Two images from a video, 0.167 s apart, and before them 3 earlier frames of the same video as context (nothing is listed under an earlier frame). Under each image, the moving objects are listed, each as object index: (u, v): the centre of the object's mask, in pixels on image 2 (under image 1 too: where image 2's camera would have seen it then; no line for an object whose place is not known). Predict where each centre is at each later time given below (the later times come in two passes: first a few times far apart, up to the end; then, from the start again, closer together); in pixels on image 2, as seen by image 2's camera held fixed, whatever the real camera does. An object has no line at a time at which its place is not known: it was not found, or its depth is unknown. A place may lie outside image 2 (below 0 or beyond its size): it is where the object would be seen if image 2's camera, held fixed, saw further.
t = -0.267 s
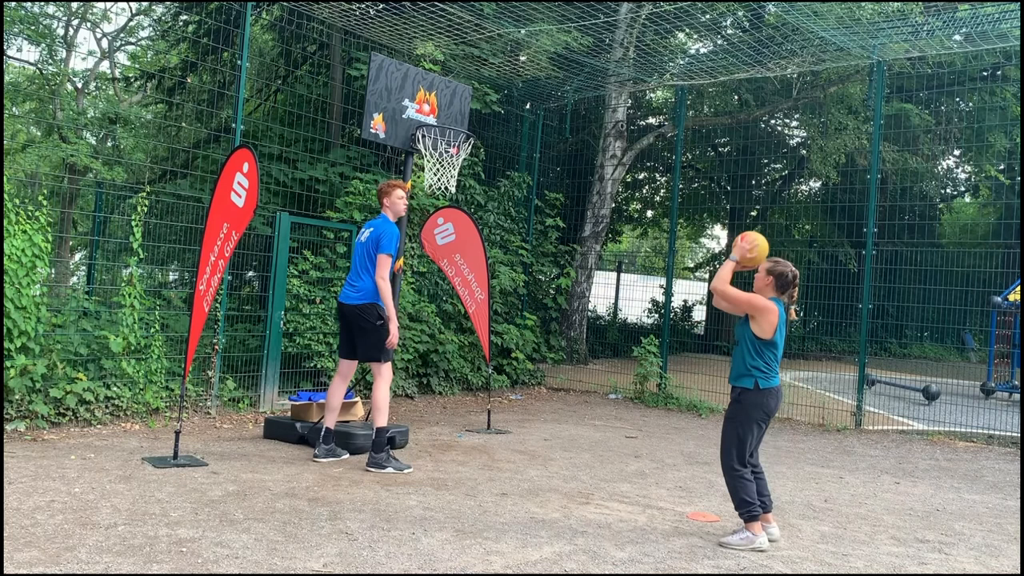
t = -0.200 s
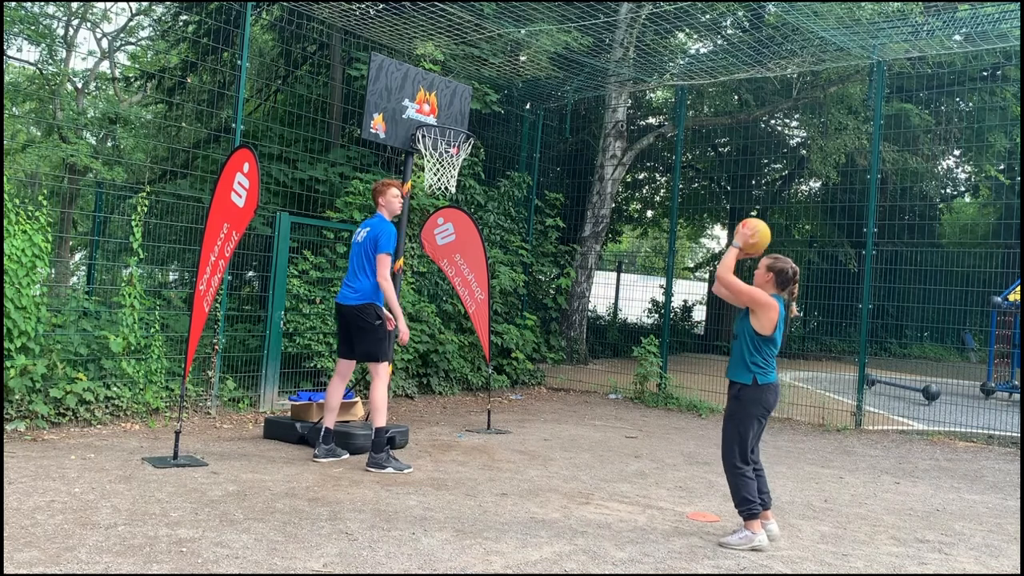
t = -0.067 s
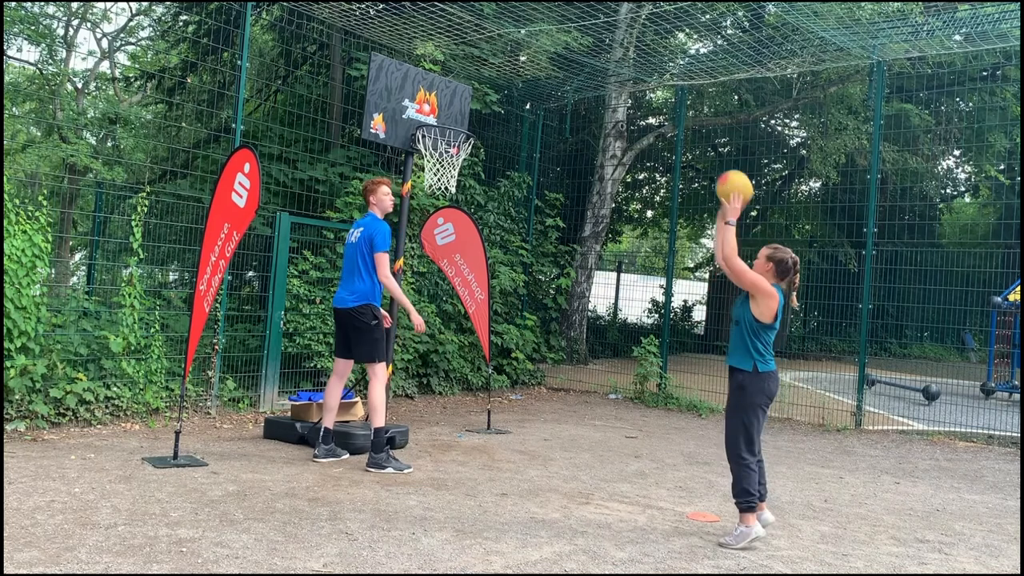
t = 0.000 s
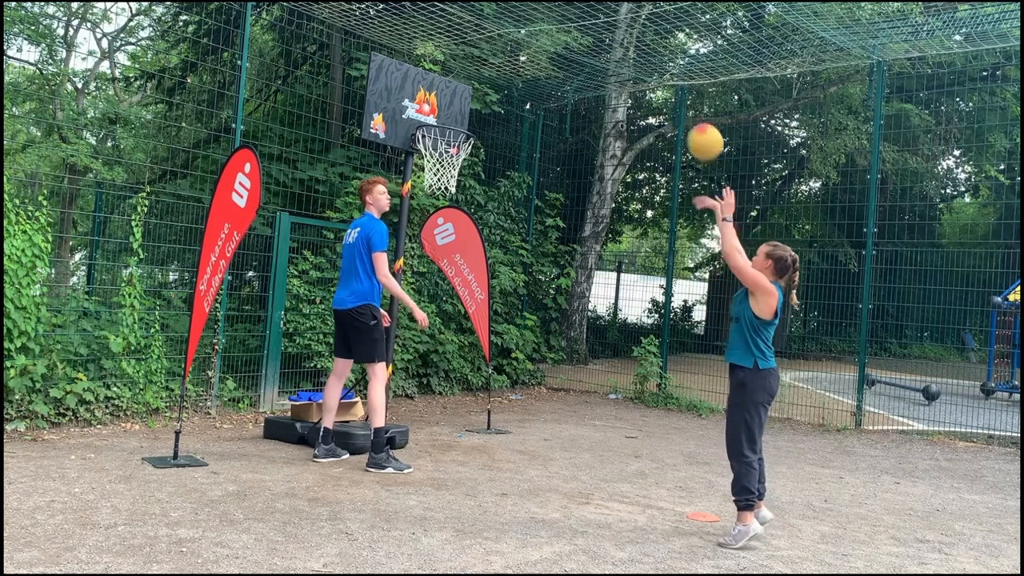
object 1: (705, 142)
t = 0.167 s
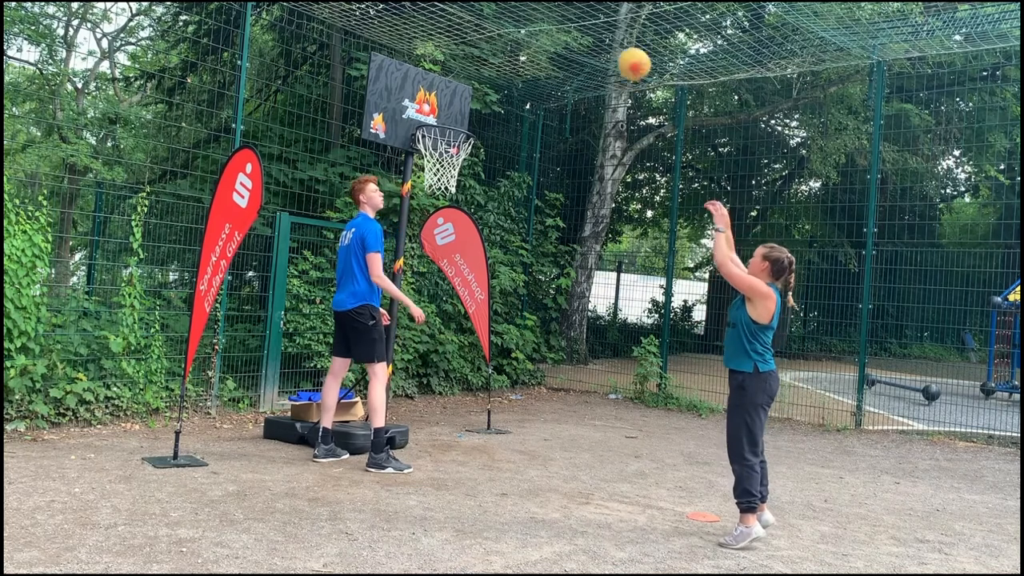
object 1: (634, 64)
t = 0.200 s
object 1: (620, 54)
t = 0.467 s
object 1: (521, 39)
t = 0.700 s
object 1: (446, 98)
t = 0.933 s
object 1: (433, 81)
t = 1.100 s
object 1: (442, 76)
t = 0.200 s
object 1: (620, 54)
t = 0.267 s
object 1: (595, 41)
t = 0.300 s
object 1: (582, 37)
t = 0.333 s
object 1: (569, 35)
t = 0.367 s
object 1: (557, 34)
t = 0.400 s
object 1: (545, 34)
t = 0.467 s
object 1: (521, 39)
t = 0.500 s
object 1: (510, 44)
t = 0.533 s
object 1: (499, 50)
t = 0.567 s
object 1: (488, 58)
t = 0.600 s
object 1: (477, 66)
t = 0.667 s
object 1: (456, 87)
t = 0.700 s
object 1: (446, 98)
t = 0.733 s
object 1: (435, 111)
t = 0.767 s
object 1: (426, 120)
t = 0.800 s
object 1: (427, 111)
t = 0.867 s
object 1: (429, 91)
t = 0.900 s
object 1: (431, 85)
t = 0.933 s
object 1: (433, 81)
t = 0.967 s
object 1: (435, 77)
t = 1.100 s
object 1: (442, 76)
